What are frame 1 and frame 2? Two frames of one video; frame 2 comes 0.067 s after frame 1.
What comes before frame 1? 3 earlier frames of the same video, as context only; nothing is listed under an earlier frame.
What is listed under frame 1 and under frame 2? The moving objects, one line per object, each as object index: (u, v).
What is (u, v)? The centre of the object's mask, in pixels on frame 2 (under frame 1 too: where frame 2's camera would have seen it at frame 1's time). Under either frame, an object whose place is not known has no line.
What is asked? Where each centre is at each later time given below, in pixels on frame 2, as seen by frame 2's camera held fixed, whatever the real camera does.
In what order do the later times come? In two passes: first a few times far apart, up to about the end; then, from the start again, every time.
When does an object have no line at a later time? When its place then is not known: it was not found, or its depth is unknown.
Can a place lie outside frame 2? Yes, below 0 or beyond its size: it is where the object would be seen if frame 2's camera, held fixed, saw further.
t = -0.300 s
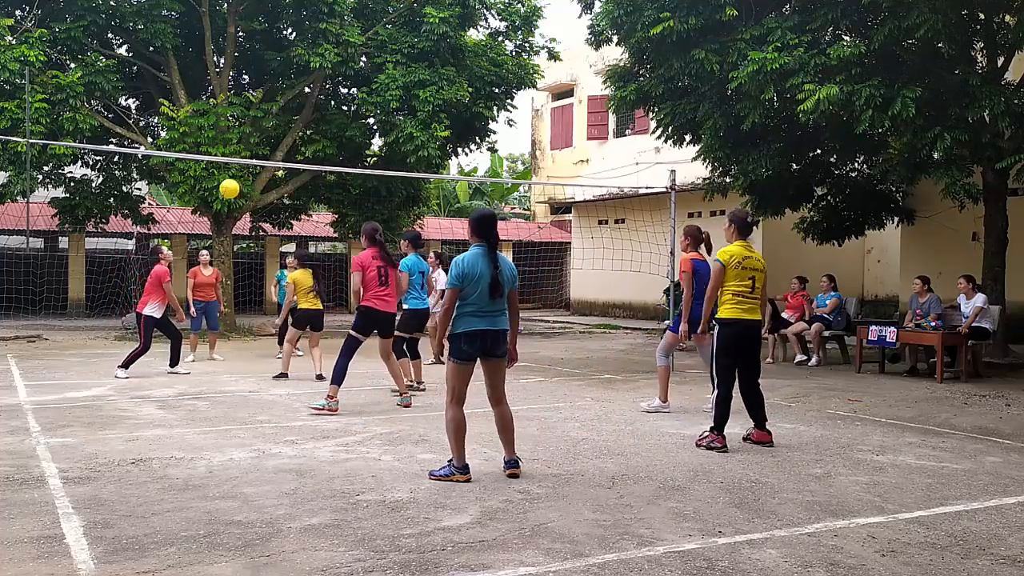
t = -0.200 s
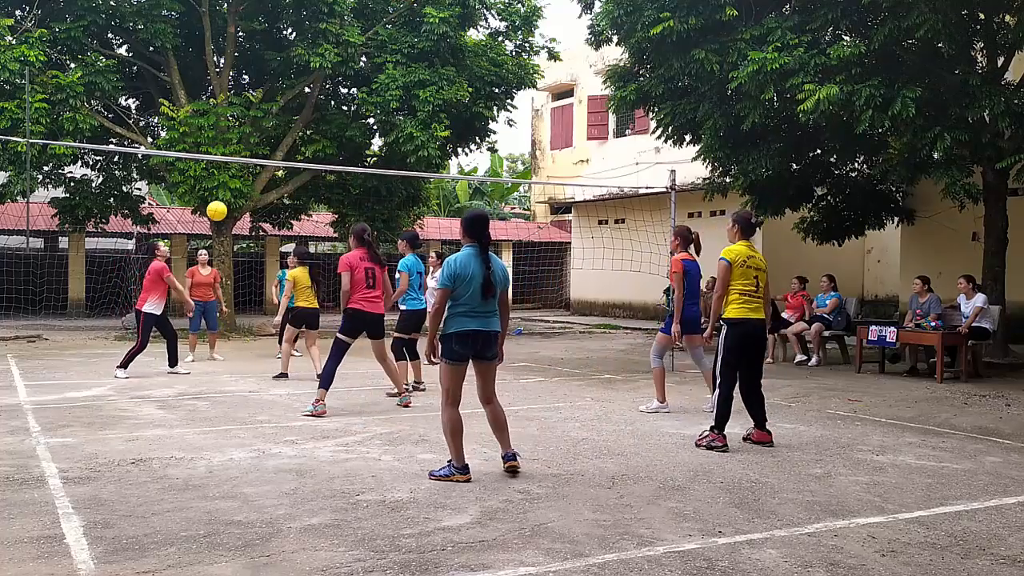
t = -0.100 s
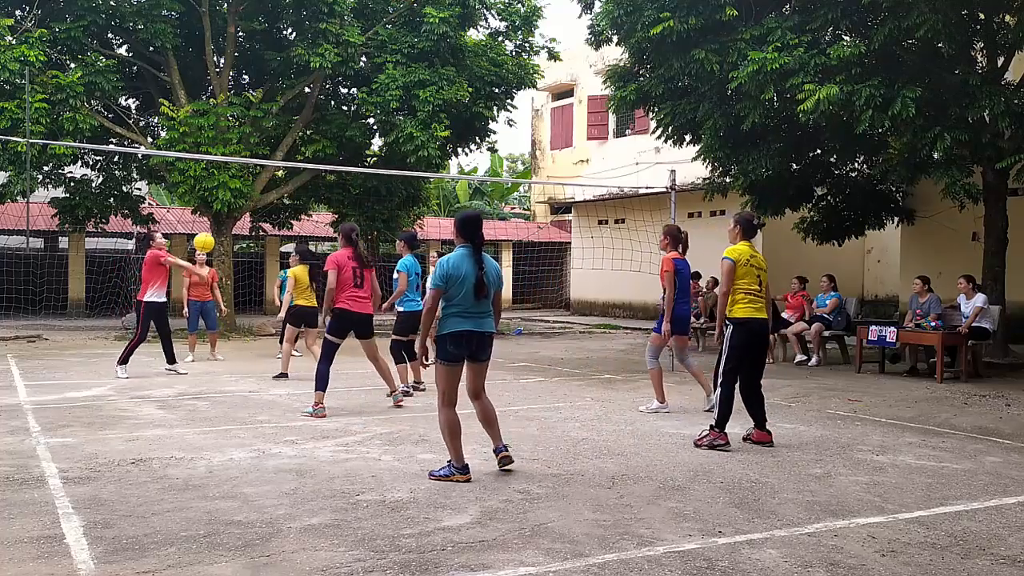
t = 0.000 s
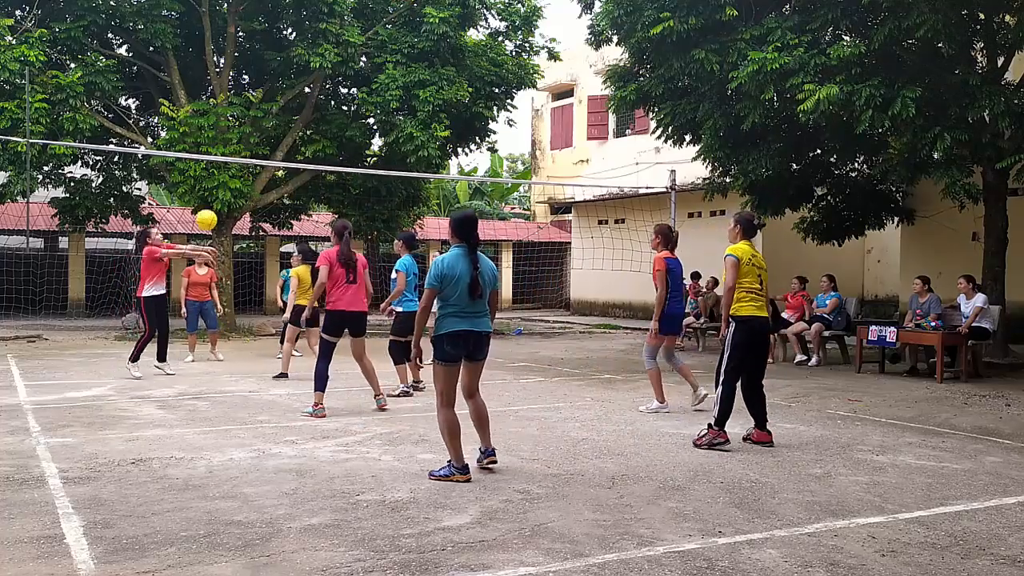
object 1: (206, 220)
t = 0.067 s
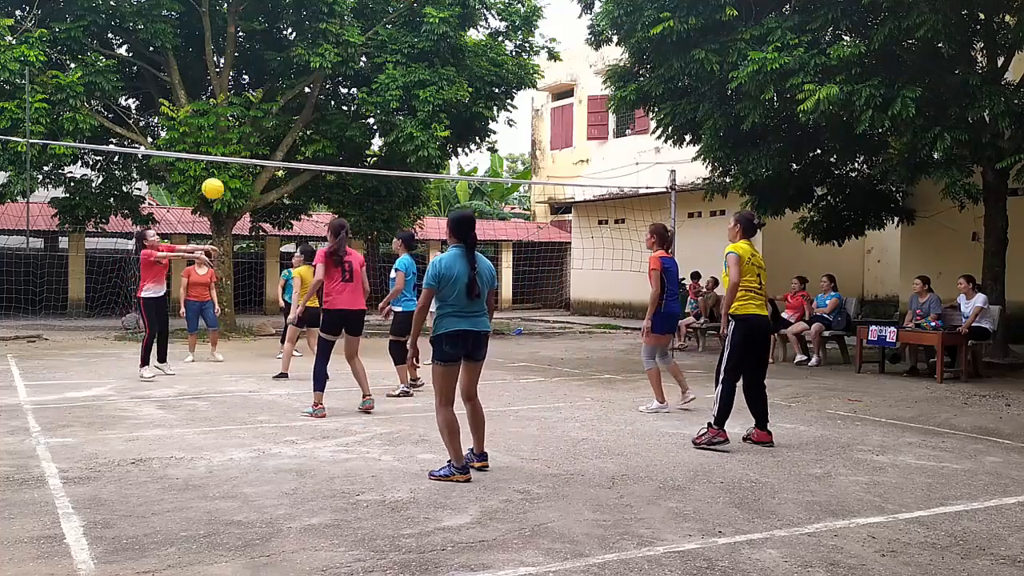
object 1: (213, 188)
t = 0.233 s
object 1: (230, 123)
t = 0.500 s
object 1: (260, 65)
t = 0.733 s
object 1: (289, 73)
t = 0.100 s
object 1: (216, 174)
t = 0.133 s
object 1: (219, 161)
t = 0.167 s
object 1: (223, 146)
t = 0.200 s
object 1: (226, 134)
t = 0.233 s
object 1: (230, 123)
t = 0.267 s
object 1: (233, 113)
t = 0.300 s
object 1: (237, 103)
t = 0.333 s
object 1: (241, 94)
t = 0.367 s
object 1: (244, 86)
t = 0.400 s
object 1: (248, 79)
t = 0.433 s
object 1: (252, 74)
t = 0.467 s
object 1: (256, 69)
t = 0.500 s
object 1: (260, 65)
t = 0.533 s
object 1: (264, 63)
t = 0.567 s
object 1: (268, 61)
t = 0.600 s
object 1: (272, 61)
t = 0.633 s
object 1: (276, 62)
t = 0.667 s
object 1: (280, 64)
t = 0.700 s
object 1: (285, 68)
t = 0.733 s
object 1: (289, 73)
